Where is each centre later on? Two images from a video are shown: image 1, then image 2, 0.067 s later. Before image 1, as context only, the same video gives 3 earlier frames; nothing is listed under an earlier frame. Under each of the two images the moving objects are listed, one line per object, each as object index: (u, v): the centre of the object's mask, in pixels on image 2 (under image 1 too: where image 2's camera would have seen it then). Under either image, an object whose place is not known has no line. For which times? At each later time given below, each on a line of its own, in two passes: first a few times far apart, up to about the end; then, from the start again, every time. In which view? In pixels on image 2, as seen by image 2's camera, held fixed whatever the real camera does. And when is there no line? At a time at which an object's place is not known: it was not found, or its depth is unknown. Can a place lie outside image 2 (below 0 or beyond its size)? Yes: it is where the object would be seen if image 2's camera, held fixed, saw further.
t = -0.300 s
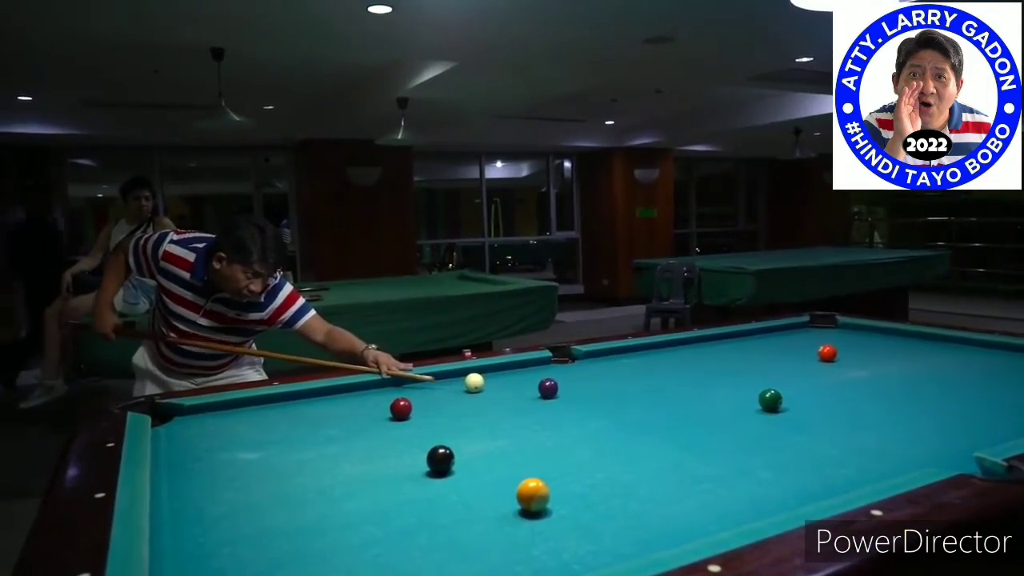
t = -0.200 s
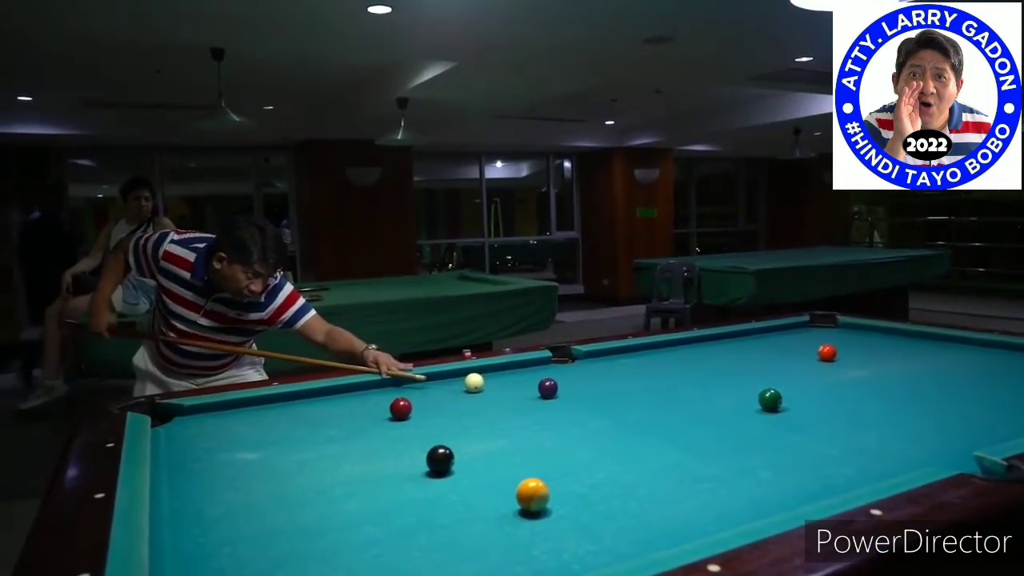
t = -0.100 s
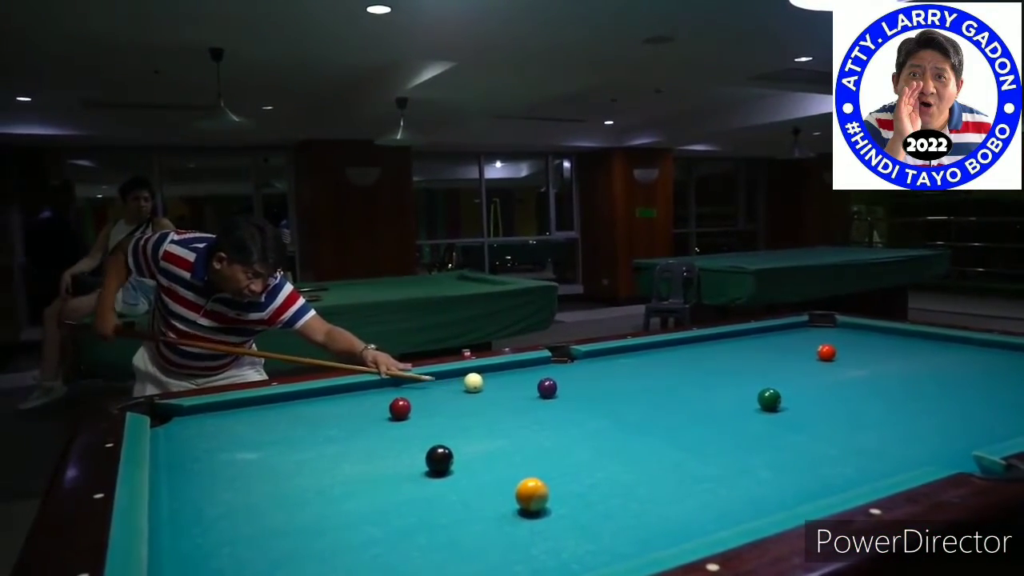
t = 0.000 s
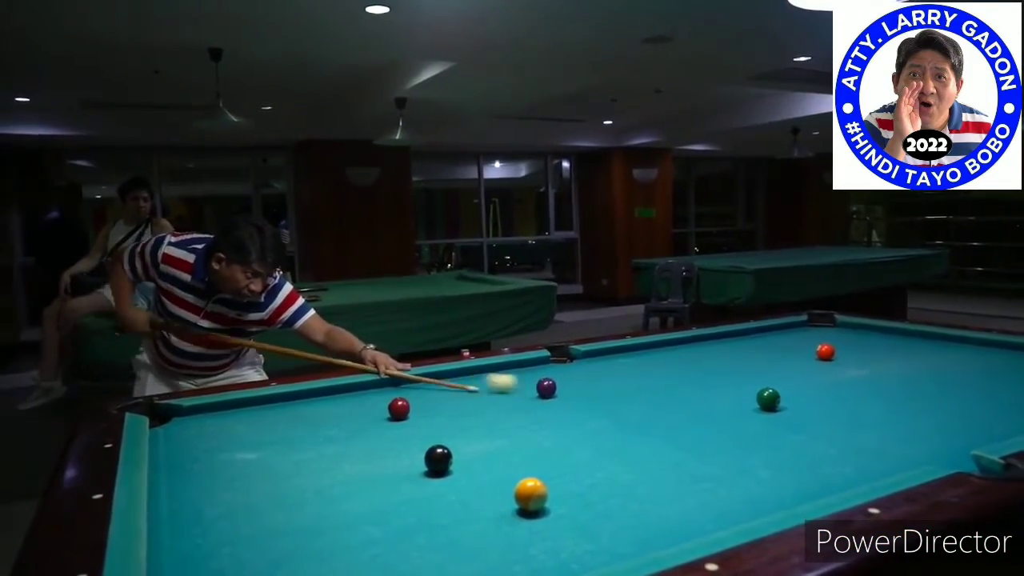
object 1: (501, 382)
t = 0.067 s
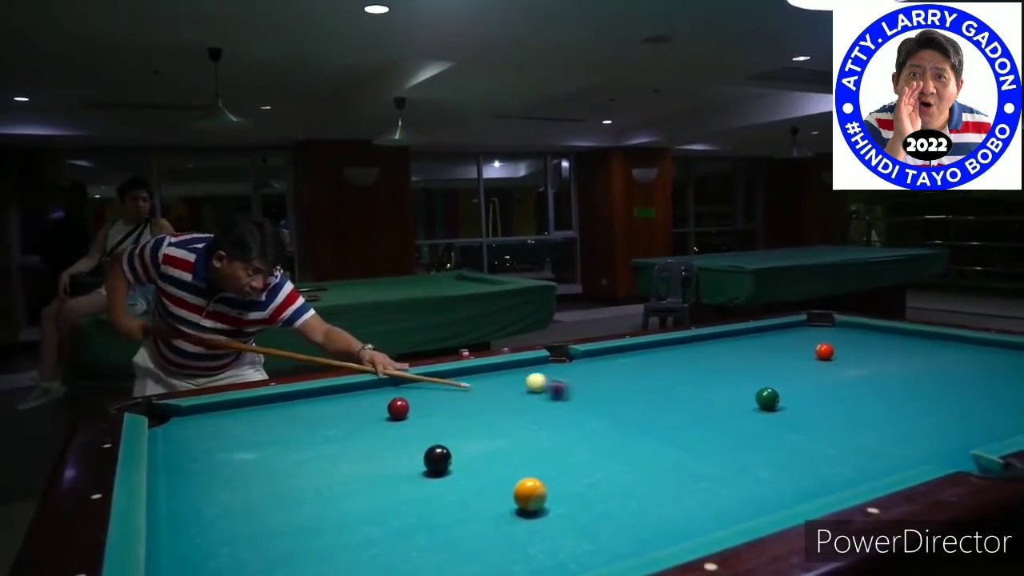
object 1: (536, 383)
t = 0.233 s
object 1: (558, 375)
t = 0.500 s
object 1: (571, 367)
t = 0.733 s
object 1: (580, 360)
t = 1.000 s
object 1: (589, 354)
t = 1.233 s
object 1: (603, 353)
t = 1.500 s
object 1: (617, 353)
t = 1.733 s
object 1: (627, 353)
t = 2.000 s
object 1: (635, 352)
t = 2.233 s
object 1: (641, 352)
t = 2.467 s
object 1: (643, 352)
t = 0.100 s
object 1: (542, 381)
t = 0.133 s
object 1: (547, 380)
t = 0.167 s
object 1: (552, 378)
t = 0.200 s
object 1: (555, 377)
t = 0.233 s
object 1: (558, 375)
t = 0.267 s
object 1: (560, 374)
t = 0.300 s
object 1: (562, 373)
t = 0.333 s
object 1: (563, 372)
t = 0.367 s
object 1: (565, 371)
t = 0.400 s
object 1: (567, 370)
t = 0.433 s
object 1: (568, 369)
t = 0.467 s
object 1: (570, 368)
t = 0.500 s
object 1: (571, 367)
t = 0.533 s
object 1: (572, 366)
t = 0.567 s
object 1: (574, 365)
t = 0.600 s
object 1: (575, 364)
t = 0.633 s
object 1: (576, 363)
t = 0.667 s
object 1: (578, 362)
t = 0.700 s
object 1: (579, 361)
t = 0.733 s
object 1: (580, 360)
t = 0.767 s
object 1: (581, 359)
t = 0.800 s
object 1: (582, 359)
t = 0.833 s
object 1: (584, 358)
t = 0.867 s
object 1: (585, 357)
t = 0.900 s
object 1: (586, 356)
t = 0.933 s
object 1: (587, 355)
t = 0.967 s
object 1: (588, 355)
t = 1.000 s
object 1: (589, 354)
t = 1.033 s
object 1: (591, 353)
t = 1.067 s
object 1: (593, 353)
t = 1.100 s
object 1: (596, 353)
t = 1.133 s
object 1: (597, 353)
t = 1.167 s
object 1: (599, 353)
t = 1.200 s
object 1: (601, 353)
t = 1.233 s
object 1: (603, 353)
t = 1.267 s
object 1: (605, 353)
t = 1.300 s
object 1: (607, 353)
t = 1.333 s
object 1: (609, 353)
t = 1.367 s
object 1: (610, 353)
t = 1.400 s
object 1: (612, 353)
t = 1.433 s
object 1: (613, 353)
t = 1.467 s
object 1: (615, 353)
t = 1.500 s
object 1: (617, 353)
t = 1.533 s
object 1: (618, 353)
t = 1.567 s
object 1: (620, 353)
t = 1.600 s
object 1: (621, 353)
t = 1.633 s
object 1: (623, 353)
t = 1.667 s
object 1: (624, 353)
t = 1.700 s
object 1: (625, 353)
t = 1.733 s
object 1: (627, 353)
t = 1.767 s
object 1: (628, 353)
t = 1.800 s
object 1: (629, 353)
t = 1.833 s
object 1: (630, 353)
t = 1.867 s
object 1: (631, 353)
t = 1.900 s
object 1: (632, 353)
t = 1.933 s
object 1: (633, 353)
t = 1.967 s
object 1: (634, 352)
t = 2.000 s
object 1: (635, 352)
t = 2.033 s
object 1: (636, 352)
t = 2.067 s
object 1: (637, 352)
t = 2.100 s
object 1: (638, 352)
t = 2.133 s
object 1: (638, 352)
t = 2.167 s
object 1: (639, 352)
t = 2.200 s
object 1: (640, 352)
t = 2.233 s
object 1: (641, 352)
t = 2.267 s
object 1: (641, 352)
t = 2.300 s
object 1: (641, 352)
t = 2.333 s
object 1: (642, 352)
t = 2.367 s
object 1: (642, 352)
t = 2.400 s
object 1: (642, 352)
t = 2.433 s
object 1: (642, 352)
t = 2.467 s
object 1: (643, 352)
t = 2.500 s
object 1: (643, 352)
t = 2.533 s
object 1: (643, 352)
